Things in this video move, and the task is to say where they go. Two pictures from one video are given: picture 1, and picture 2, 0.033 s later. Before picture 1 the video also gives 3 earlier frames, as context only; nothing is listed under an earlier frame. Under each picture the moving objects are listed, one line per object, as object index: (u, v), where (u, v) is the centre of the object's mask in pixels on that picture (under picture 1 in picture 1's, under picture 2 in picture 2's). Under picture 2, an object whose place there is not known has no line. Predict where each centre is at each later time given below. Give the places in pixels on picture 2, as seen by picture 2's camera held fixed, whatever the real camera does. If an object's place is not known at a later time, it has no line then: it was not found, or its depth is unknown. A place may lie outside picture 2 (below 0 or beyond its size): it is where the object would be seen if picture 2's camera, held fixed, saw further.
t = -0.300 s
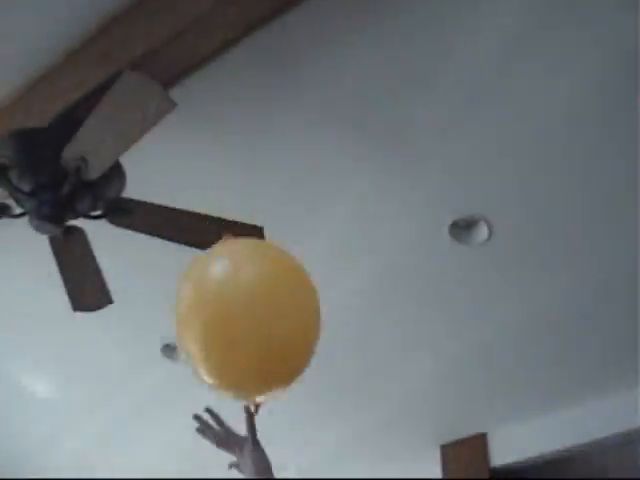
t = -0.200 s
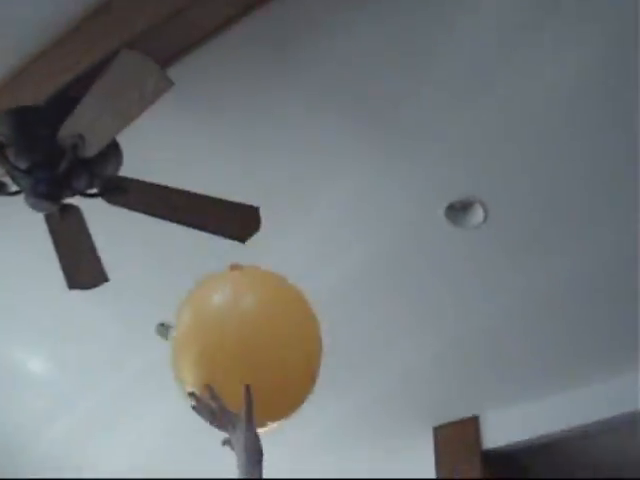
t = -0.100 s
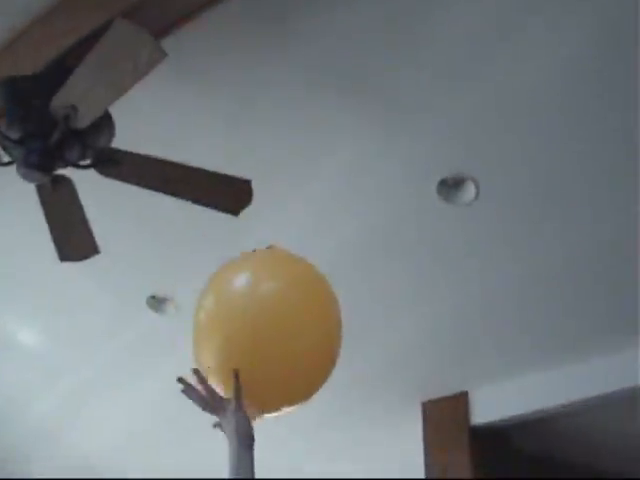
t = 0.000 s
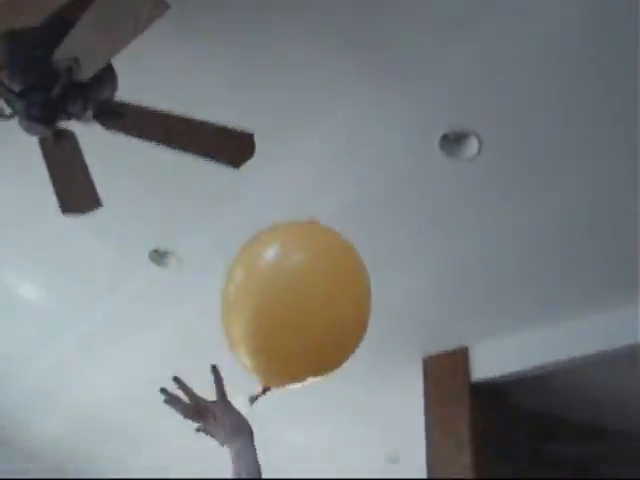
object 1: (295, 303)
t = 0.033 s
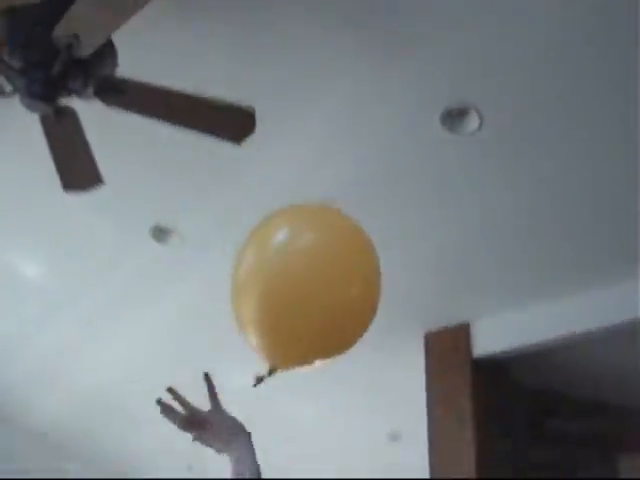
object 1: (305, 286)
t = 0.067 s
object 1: (313, 294)
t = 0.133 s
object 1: (329, 311)
